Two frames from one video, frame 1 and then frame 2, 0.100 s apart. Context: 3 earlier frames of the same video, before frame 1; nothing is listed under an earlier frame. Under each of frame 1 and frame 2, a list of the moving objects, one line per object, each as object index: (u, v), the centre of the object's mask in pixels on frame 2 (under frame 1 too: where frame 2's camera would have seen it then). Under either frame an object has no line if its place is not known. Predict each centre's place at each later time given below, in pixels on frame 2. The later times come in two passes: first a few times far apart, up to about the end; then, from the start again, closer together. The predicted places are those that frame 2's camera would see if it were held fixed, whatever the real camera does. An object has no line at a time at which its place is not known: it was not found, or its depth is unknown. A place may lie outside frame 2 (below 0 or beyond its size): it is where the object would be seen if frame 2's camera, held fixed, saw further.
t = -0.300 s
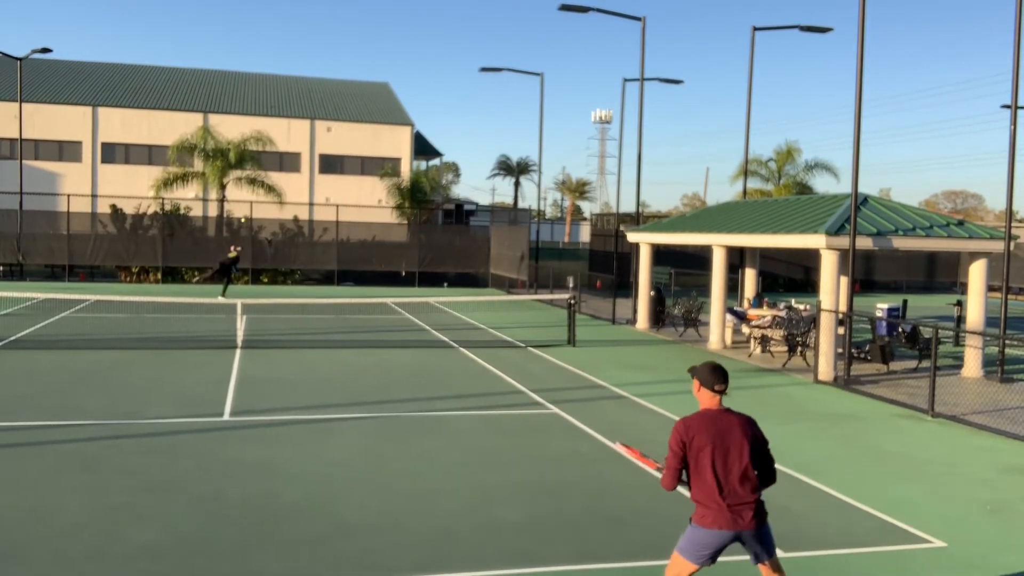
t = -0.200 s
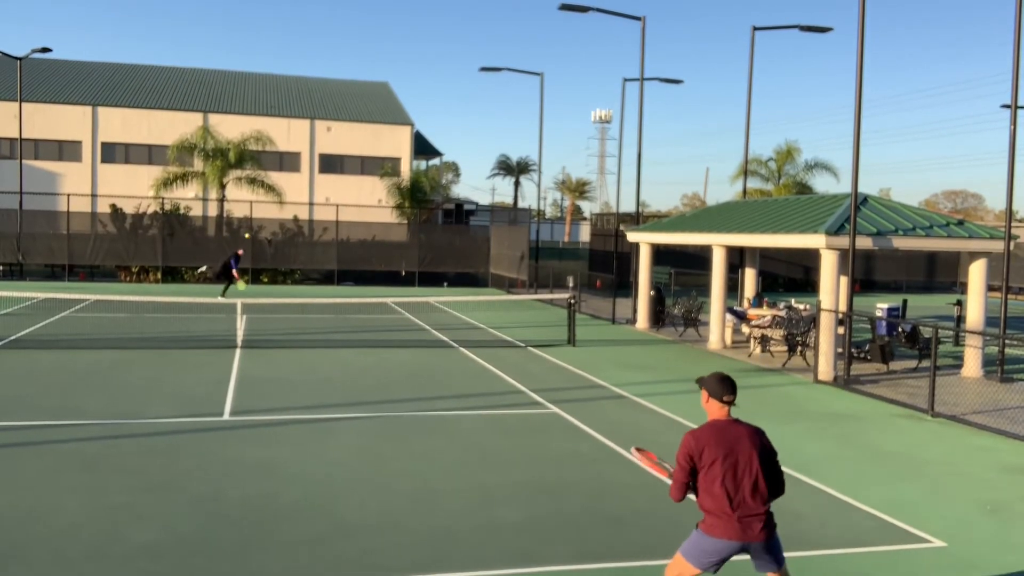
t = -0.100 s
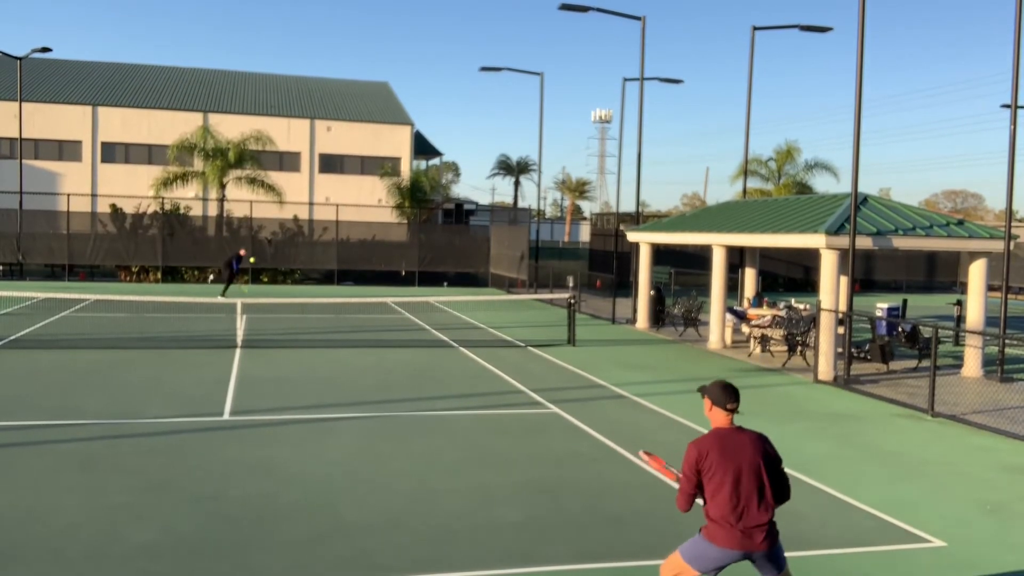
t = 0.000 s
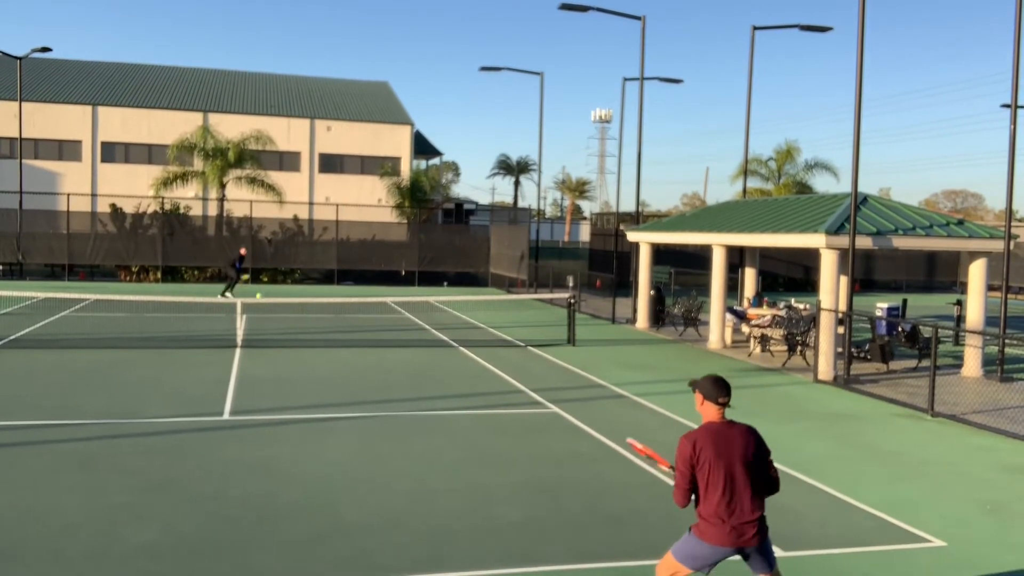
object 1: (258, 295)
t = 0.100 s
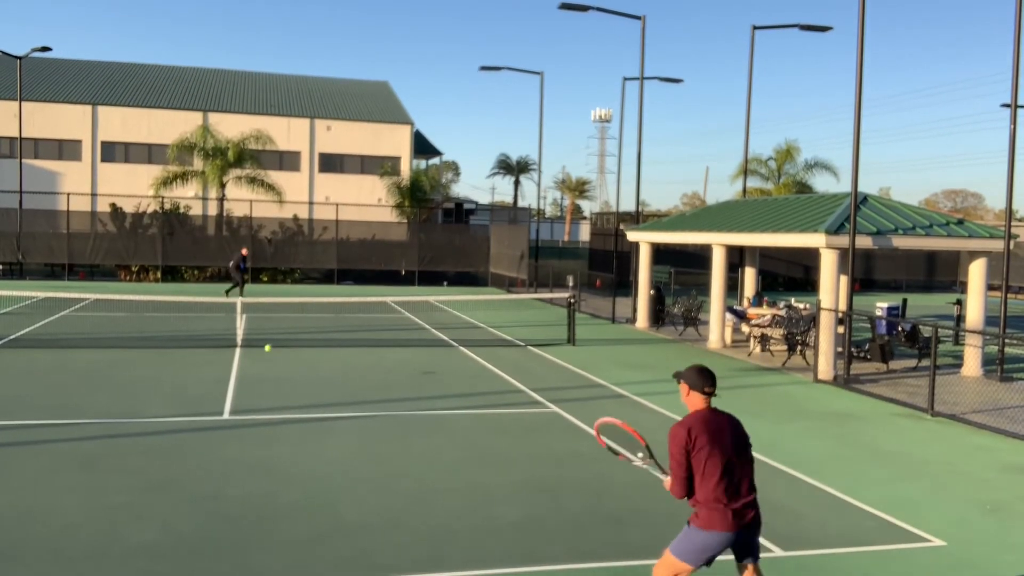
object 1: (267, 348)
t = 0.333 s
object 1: (291, 380)
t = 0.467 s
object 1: (309, 380)
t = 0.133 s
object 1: (271, 370)
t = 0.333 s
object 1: (291, 380)
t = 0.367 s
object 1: (295, 378)
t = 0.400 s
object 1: (299, 377)
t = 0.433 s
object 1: (304, 378)
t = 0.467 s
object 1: (309, 380)
